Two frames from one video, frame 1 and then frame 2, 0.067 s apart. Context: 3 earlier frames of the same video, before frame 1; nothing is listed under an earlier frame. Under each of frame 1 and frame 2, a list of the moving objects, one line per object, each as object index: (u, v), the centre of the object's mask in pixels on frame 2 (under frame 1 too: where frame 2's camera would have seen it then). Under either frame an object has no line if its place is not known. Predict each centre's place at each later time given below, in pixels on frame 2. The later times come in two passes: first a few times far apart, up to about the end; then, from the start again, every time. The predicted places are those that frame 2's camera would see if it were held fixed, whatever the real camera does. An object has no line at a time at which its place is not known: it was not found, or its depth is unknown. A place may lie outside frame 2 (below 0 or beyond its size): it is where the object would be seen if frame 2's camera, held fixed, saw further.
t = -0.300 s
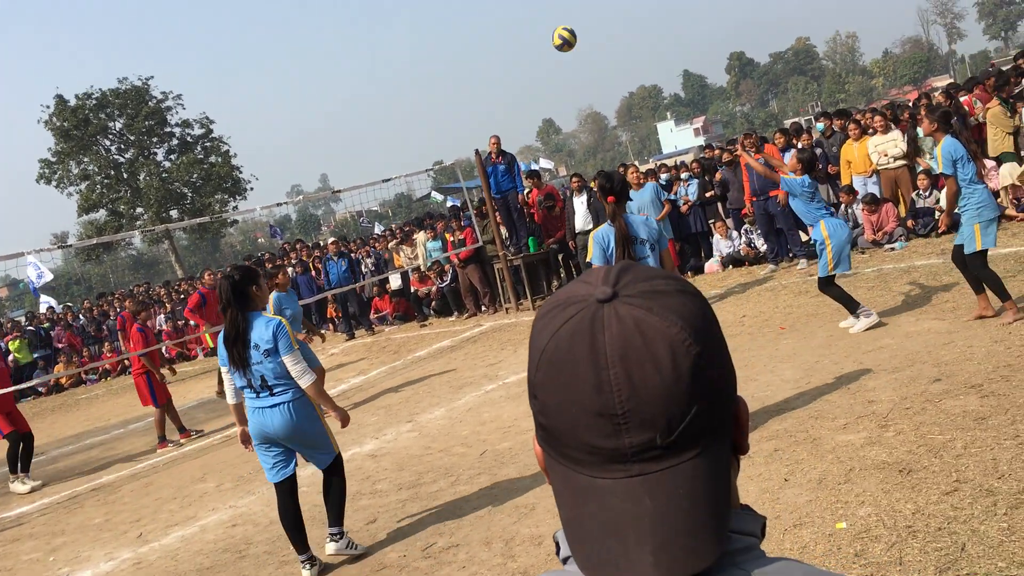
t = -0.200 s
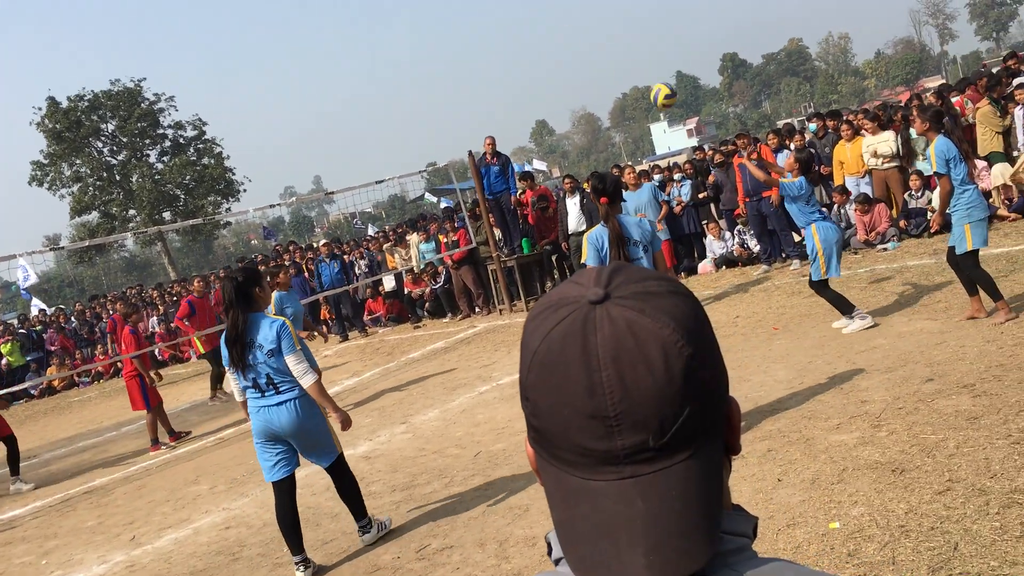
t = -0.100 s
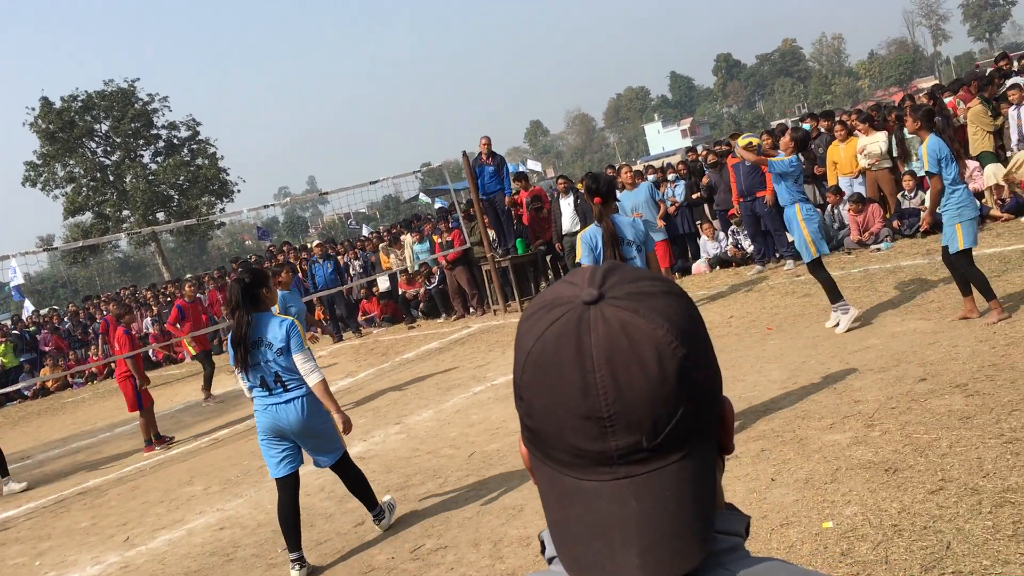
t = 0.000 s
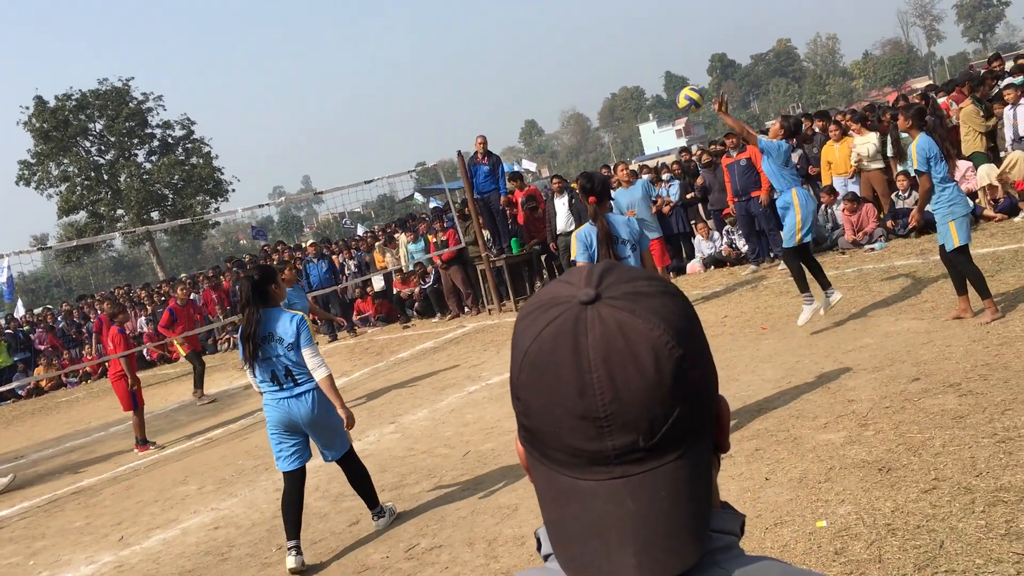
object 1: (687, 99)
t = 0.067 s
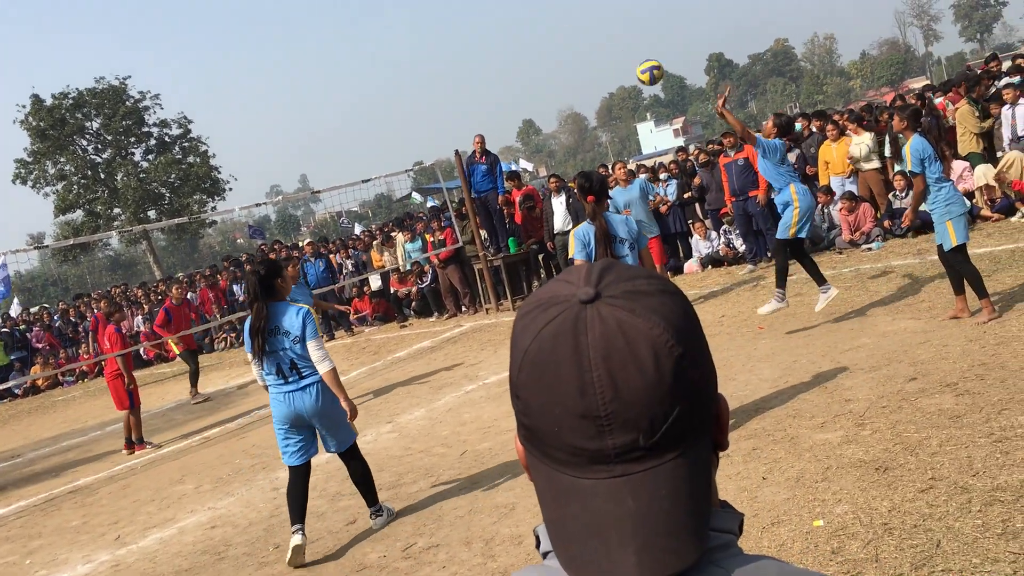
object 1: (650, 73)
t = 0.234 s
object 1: (565, 30)
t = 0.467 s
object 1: (470, 27)
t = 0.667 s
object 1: (409, 70)
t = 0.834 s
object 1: (367, 135)
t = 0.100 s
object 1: (632, 61)
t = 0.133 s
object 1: (614, 51)
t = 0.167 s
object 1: (597, 42)
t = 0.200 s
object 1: (581, 36)
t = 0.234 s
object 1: (565, 30)
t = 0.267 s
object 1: (550, 25)
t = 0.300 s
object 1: (535, 22)
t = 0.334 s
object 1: (522, 21)
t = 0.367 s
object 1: (508, 21)
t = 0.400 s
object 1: (495, 22)
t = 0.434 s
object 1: (483, 23)
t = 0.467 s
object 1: (470, 27)
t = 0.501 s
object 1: (459, 32)
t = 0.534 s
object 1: (448, 37)
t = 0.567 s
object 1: (437, 44)
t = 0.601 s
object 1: (428, 52)
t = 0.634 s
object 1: (418, 61)
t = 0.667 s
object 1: (409, 70)
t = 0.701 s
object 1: (400, 81)
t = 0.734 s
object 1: (391, 93)
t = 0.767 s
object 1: (382, 106)
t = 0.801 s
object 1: (374, 120)
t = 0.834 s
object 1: (367, 135)
